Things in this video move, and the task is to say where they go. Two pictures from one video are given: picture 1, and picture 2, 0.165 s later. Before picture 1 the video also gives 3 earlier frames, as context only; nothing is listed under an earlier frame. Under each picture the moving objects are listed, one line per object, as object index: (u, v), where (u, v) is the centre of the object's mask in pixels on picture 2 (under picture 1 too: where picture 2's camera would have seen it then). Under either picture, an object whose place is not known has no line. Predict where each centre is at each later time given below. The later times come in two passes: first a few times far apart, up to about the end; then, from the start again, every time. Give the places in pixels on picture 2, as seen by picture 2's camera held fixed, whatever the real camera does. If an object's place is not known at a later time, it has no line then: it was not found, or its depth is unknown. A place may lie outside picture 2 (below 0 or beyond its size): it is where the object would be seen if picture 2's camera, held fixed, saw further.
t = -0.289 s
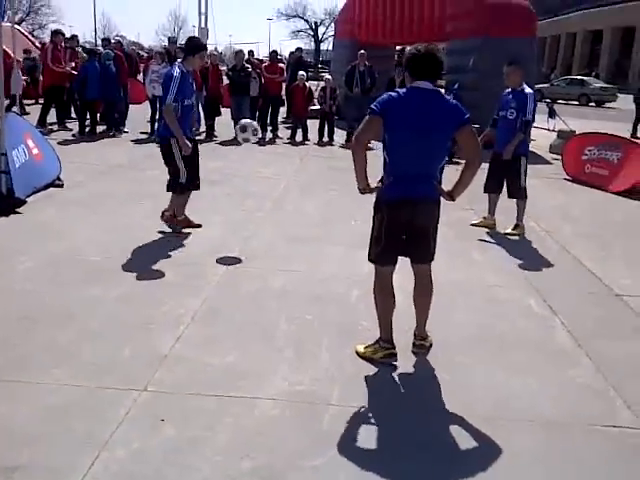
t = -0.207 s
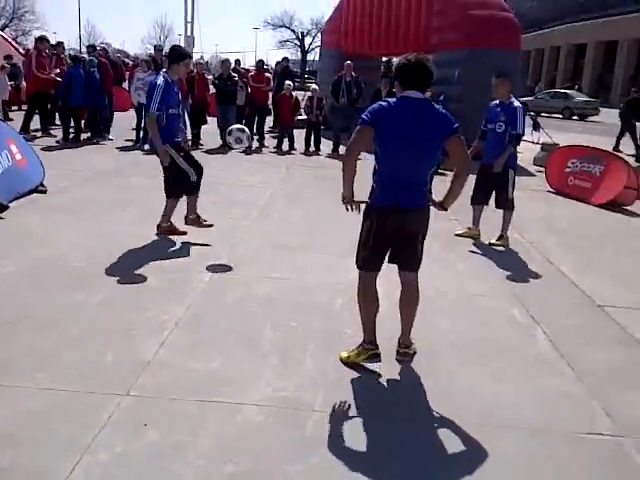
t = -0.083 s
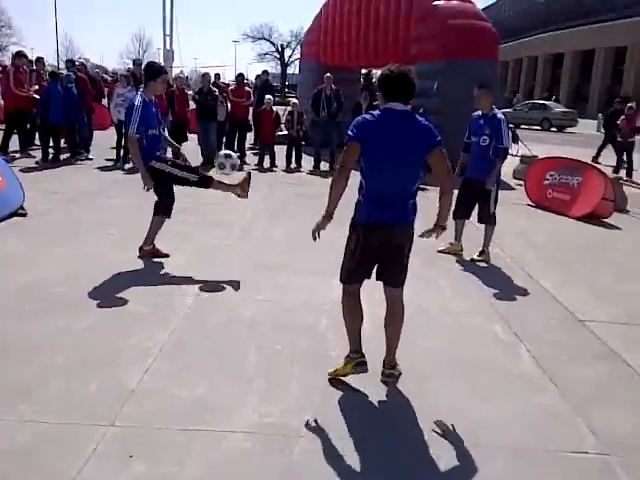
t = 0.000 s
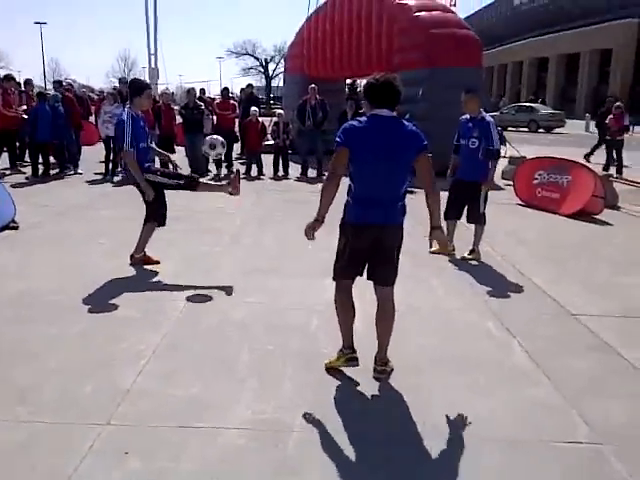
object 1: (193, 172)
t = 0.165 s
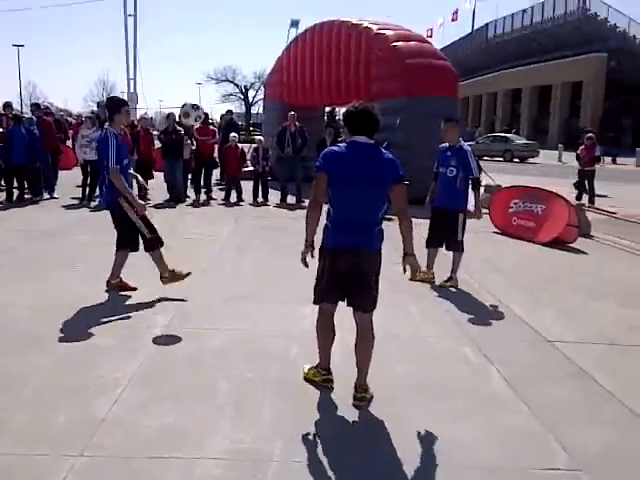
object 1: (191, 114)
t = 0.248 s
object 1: (191, 95)
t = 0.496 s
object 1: (191, 84)
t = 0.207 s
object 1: (191, 103)
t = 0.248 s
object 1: (191, 95)
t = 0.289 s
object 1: (192, 88)
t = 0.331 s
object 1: (191, 82)
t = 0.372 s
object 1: (190, 78)
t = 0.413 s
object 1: (191, 78)
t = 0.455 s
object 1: (191, 79)
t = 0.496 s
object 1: (191, 84)
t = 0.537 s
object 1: (192, 91)
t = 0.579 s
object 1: (191, 97)
